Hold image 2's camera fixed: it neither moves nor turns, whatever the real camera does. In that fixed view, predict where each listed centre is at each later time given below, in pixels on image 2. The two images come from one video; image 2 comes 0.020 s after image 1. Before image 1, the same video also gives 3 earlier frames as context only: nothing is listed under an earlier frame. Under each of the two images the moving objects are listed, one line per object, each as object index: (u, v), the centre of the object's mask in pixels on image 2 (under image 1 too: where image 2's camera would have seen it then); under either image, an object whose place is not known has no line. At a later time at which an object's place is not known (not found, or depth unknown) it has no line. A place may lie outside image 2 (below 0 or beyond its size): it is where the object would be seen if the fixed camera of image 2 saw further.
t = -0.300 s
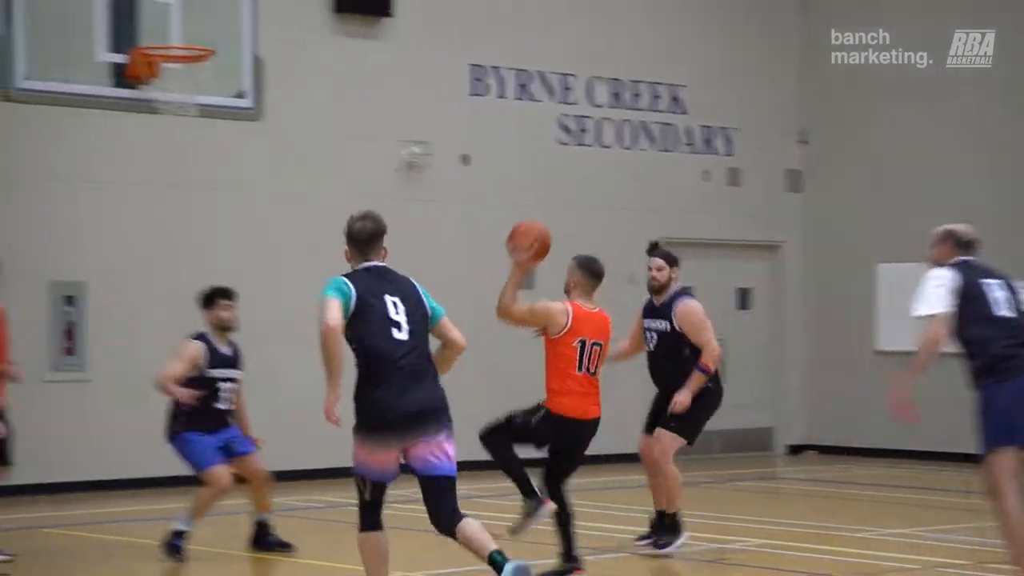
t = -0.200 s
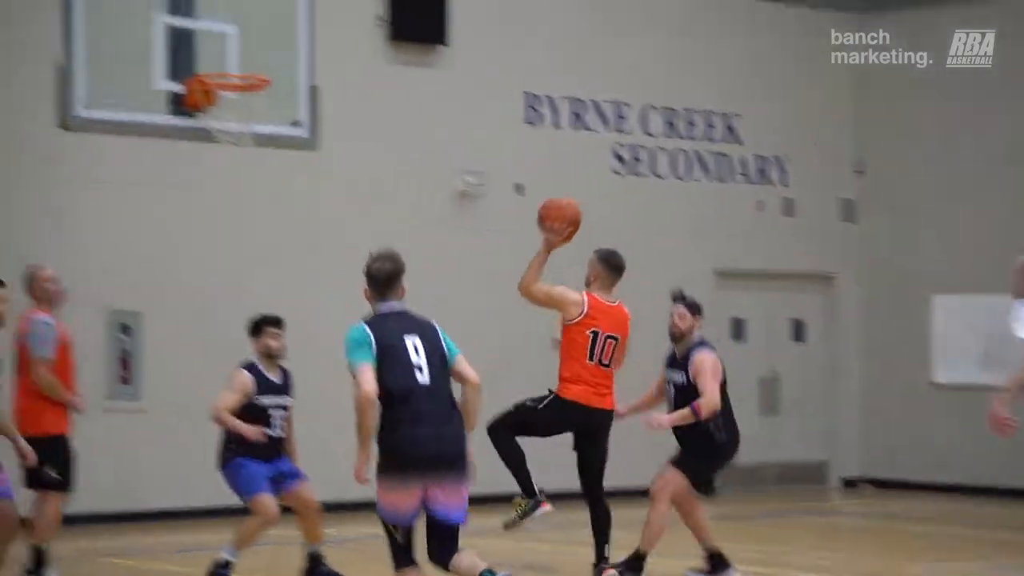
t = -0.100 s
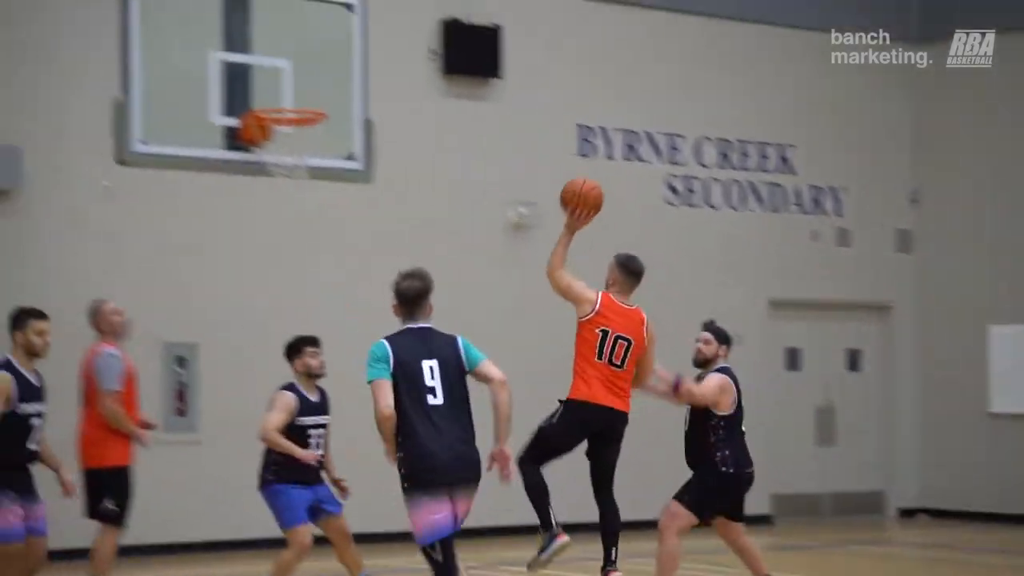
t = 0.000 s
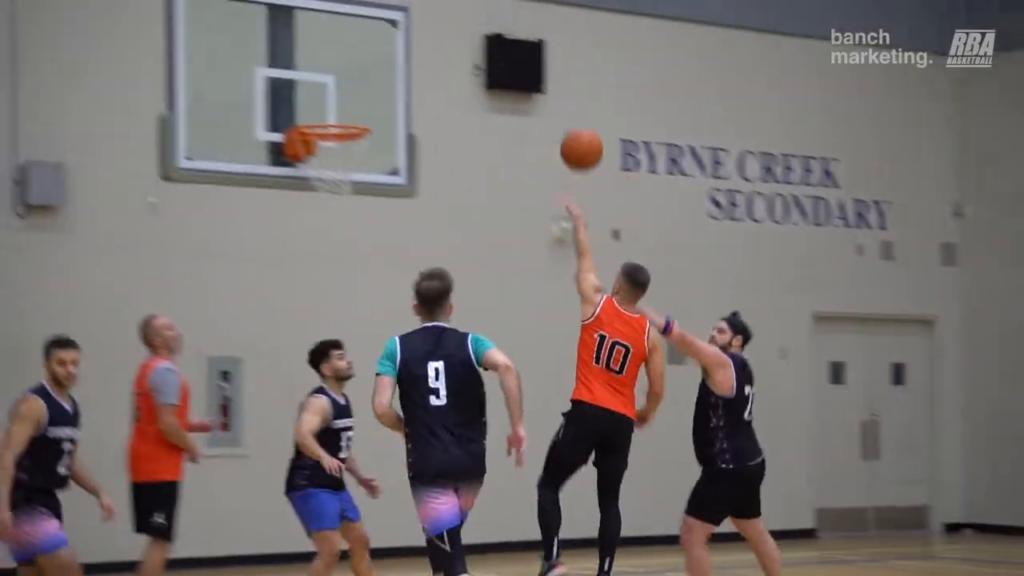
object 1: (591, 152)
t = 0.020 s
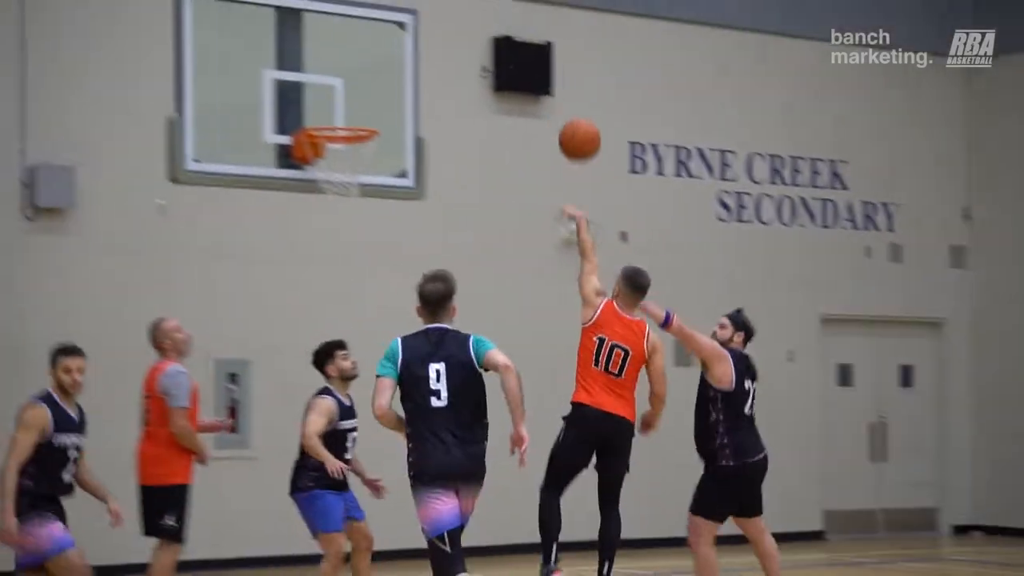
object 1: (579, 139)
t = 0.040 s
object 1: (569, 128)
